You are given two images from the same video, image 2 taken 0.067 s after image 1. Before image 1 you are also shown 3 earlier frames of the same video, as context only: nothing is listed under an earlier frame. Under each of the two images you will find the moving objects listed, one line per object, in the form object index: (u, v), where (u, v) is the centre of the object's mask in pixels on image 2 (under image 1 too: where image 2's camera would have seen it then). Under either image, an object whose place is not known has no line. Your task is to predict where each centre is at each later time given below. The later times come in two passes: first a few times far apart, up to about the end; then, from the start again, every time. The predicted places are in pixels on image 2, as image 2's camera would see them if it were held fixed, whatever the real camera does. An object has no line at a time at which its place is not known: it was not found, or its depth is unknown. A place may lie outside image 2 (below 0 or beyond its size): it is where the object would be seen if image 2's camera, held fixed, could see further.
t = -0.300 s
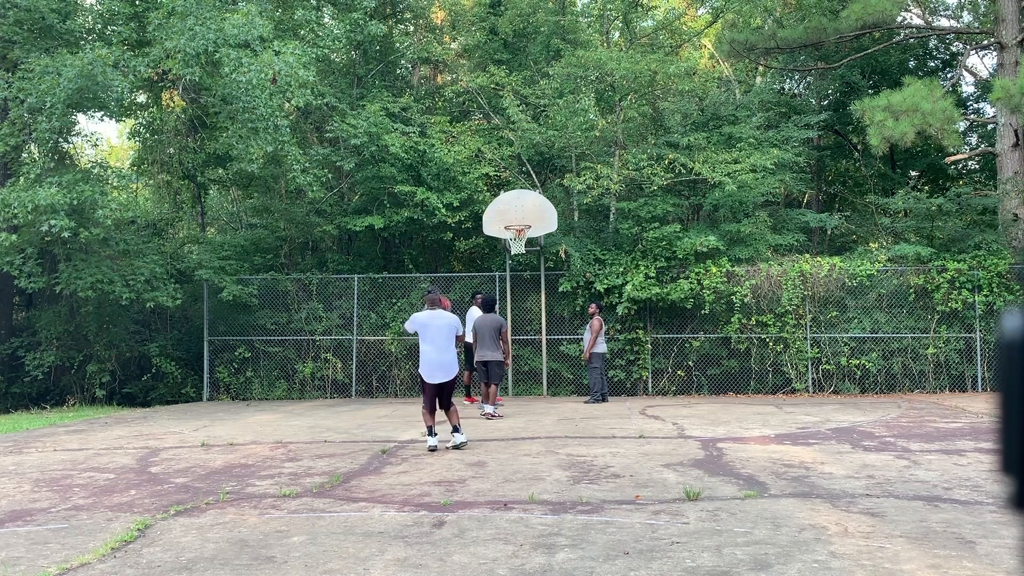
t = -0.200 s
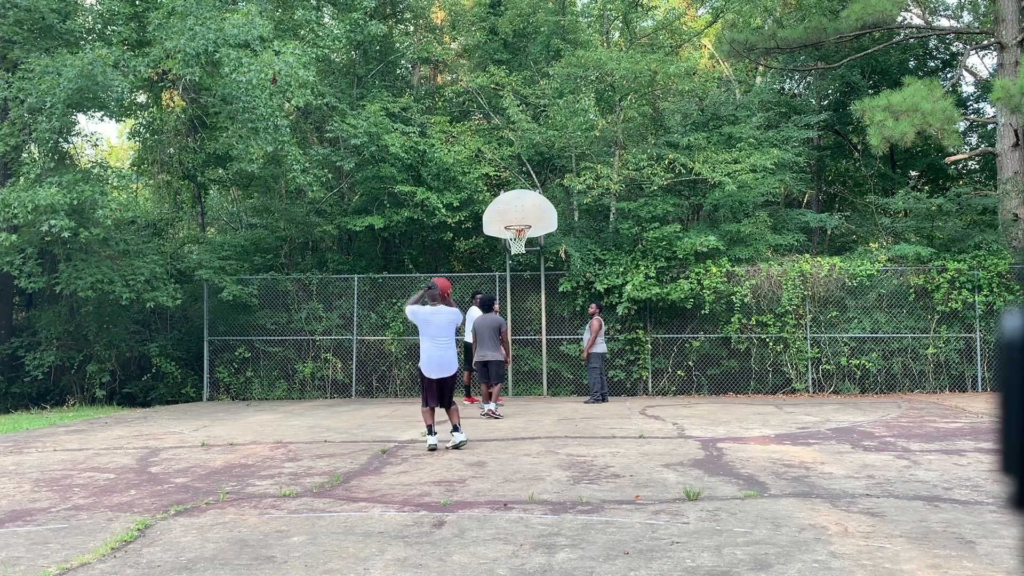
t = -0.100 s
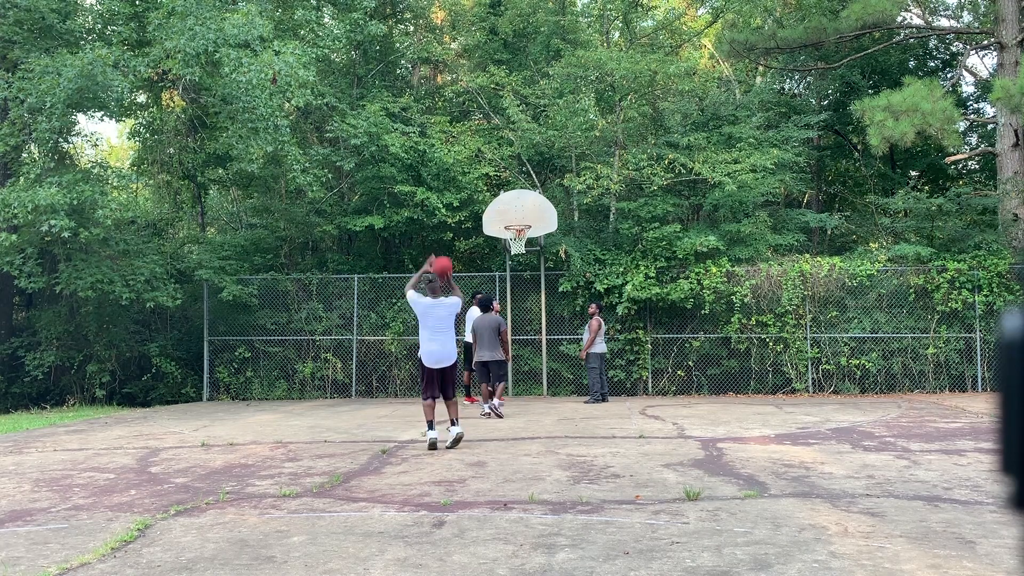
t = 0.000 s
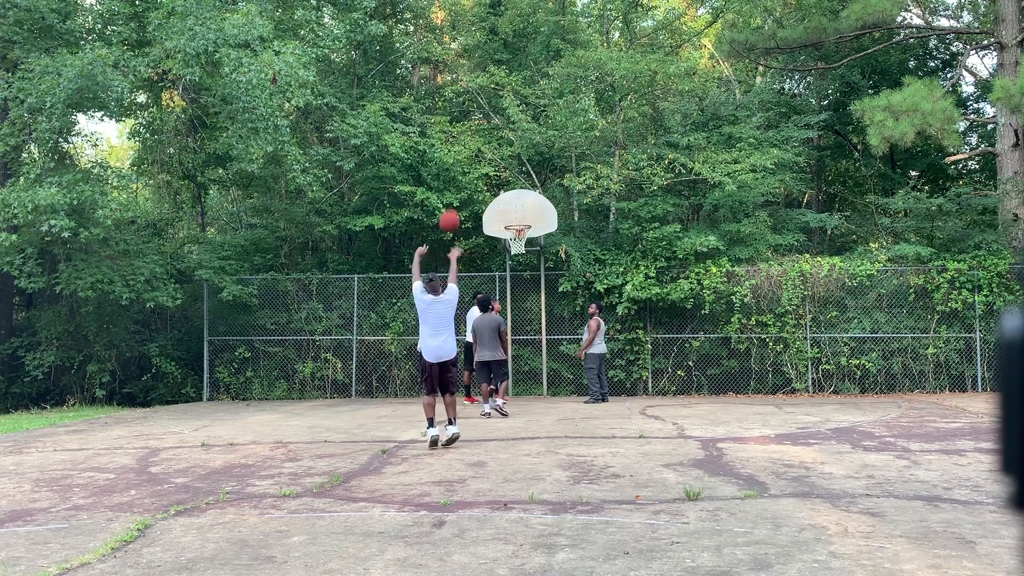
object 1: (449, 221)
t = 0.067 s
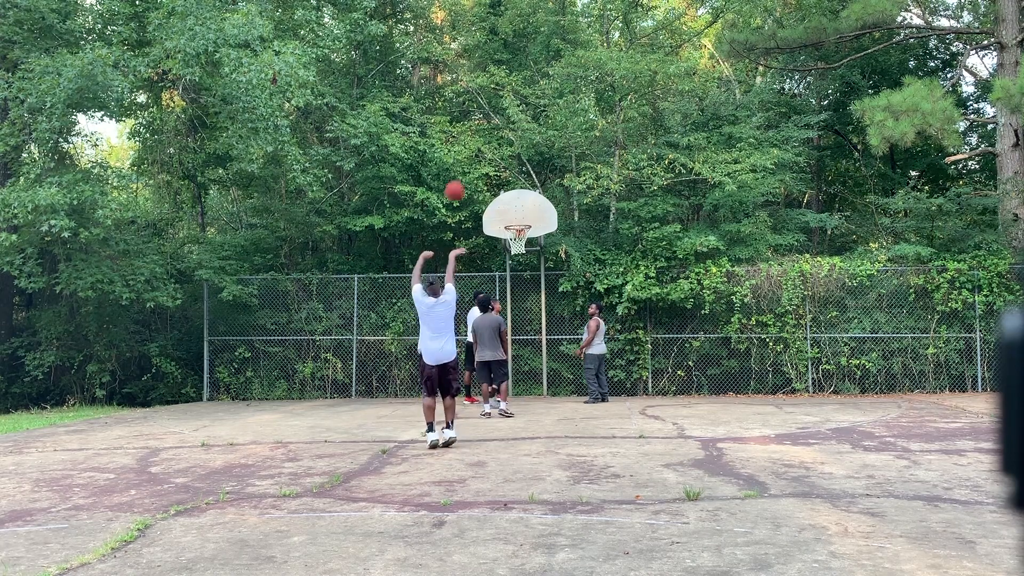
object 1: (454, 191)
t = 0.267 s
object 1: (469, 134)
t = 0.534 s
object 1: (486, 115)
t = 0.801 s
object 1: (500, 142)
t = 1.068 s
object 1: (511, 202)
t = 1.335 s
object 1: (525, 233)
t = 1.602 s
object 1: (526, 249)
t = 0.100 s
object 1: (457, 178)
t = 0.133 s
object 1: (460, 167)
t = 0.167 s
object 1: (462, 157)
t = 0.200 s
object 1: (464, 148)
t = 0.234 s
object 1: (467, 141)
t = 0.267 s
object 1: (469, 134)
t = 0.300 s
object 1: (471, 129)
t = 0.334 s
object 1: (474, 124)
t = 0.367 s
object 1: (476, 121)
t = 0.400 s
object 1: (478, 118)
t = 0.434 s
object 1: (480, 116)
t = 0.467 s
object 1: (482, 115)
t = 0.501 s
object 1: (484, 115)
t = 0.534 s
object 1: (486, 115)
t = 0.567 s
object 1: (487, 116)
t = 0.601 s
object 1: (489, 118)
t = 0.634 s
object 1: (491, 120)
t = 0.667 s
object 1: (493, 123)
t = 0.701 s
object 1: (495, 127)
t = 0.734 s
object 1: (497, 131)
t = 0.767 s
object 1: (498, 137)
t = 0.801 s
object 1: (500, 142)
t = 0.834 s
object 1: (501, 147)
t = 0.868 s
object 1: (503, 154)
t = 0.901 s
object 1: (504, 161)
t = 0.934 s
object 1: (506, 168)
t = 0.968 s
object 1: (507, 176)
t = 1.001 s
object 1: (509, 184)
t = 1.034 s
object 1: (510, 193)
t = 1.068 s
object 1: (511, 202)
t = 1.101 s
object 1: (513, 212)
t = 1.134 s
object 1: (514, 220)
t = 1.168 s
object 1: (516, 232)
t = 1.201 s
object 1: (518, 235)
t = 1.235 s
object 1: (518, 241)
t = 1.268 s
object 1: (519, 240)
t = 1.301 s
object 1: (520, 241)
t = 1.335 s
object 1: (525, 233)
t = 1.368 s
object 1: (523, 234)
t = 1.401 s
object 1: (524, 234)
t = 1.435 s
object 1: (526, 237)
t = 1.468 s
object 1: (527, 239)
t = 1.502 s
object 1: (527, 242)
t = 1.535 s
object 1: (526, 242)
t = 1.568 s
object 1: (526, 244)
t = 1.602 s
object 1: (526, 249)
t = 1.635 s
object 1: (525, 252)
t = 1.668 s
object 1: (524, 254)
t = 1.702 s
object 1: (523, 259)
